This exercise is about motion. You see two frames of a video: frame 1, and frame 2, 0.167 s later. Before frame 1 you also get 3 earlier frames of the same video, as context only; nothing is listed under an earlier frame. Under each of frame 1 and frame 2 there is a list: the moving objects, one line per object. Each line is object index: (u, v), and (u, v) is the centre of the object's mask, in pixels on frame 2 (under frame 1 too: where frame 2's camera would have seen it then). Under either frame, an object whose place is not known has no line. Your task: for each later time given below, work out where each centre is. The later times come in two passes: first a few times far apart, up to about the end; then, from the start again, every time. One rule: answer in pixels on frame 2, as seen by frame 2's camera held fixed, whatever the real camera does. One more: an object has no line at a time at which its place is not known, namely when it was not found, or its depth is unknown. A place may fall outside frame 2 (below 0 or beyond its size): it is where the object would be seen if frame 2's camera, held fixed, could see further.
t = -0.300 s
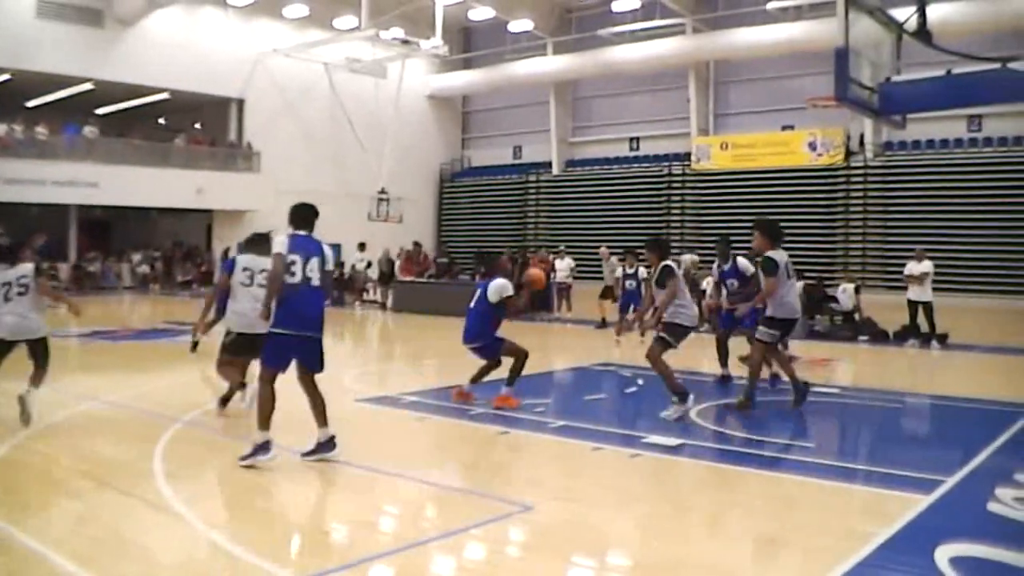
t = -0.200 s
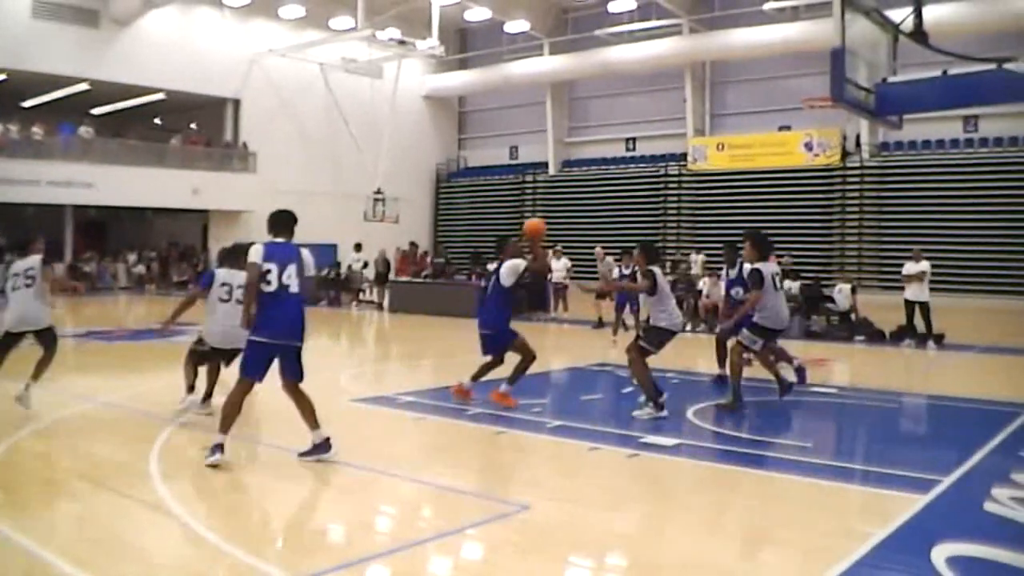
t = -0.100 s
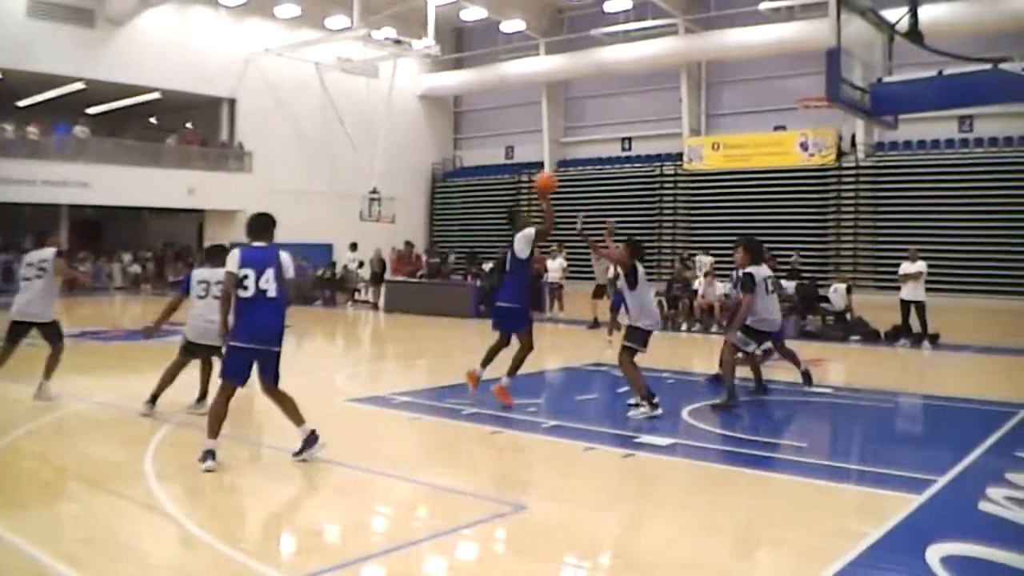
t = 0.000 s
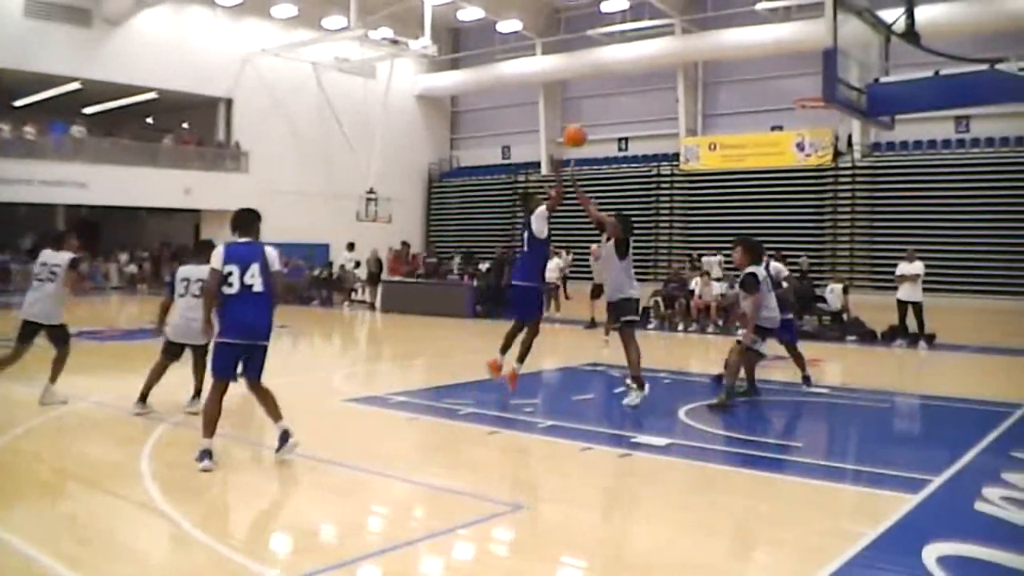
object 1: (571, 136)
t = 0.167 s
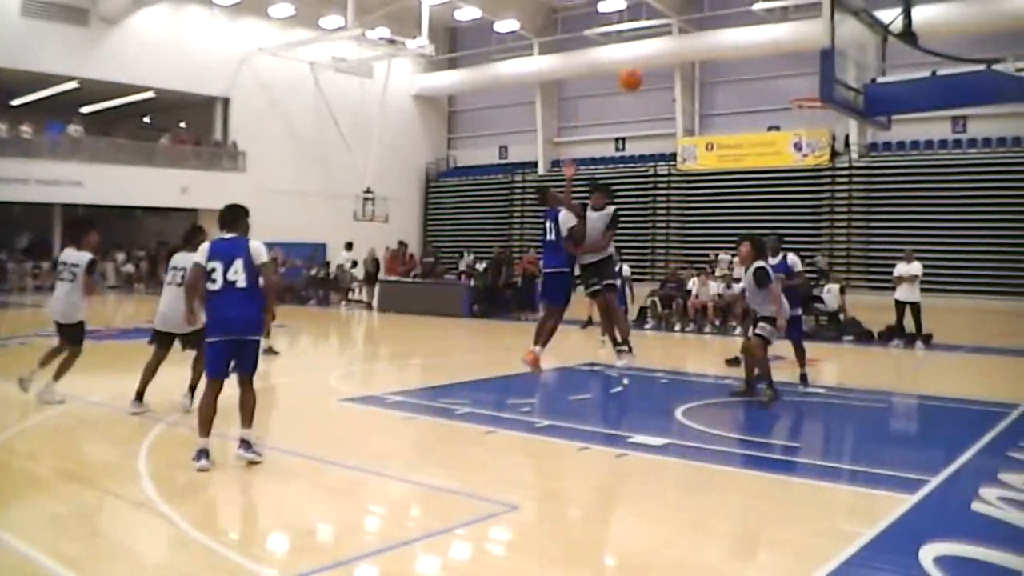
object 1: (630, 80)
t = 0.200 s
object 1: (642, 73)
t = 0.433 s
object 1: (722, 44)
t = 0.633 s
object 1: (791, 62)
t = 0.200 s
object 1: (642, 73)
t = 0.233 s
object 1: (654, 64)
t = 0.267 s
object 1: (665, 58)
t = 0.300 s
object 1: (677, 53)
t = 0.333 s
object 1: (688, 50)
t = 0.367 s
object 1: (700, 47)
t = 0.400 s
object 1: (711, 45)
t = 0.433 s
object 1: (722, 44)
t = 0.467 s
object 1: (734, 45)
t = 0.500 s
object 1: (745, 46)
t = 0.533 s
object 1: (757, 48)
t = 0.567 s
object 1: (768, 52)
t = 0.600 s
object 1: (779, 58)
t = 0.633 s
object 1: (791, 62)
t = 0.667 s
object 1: (802, 69)
